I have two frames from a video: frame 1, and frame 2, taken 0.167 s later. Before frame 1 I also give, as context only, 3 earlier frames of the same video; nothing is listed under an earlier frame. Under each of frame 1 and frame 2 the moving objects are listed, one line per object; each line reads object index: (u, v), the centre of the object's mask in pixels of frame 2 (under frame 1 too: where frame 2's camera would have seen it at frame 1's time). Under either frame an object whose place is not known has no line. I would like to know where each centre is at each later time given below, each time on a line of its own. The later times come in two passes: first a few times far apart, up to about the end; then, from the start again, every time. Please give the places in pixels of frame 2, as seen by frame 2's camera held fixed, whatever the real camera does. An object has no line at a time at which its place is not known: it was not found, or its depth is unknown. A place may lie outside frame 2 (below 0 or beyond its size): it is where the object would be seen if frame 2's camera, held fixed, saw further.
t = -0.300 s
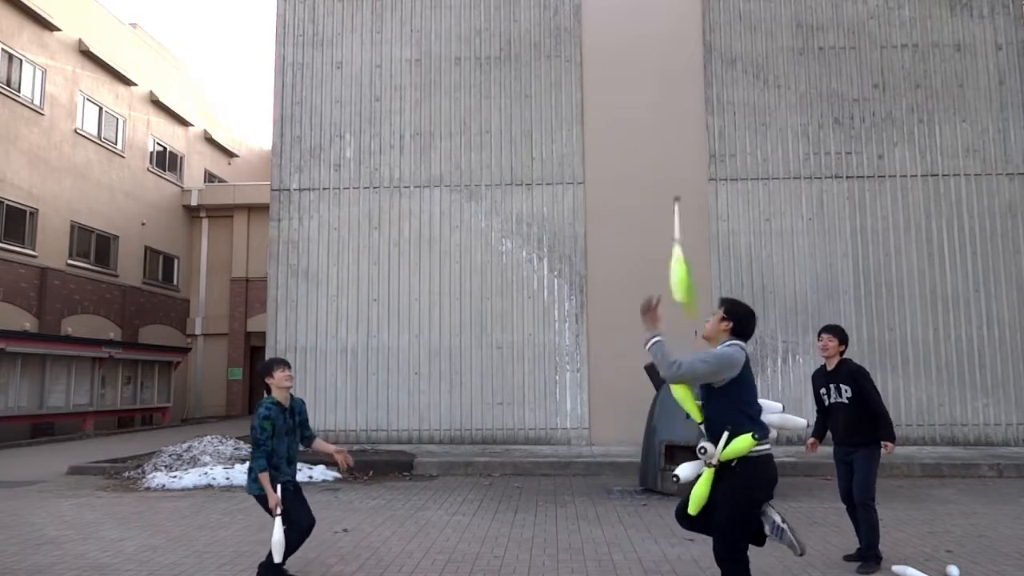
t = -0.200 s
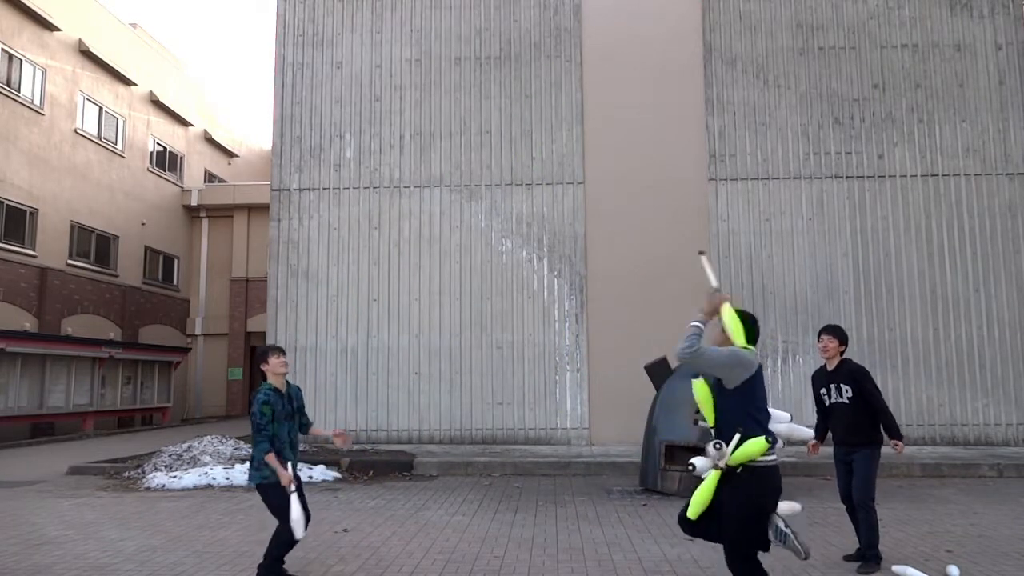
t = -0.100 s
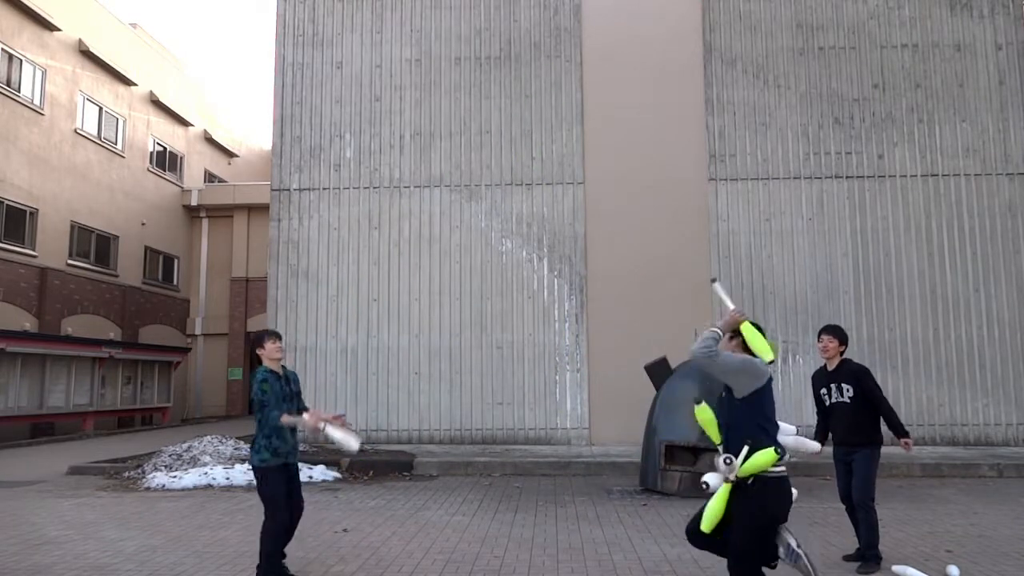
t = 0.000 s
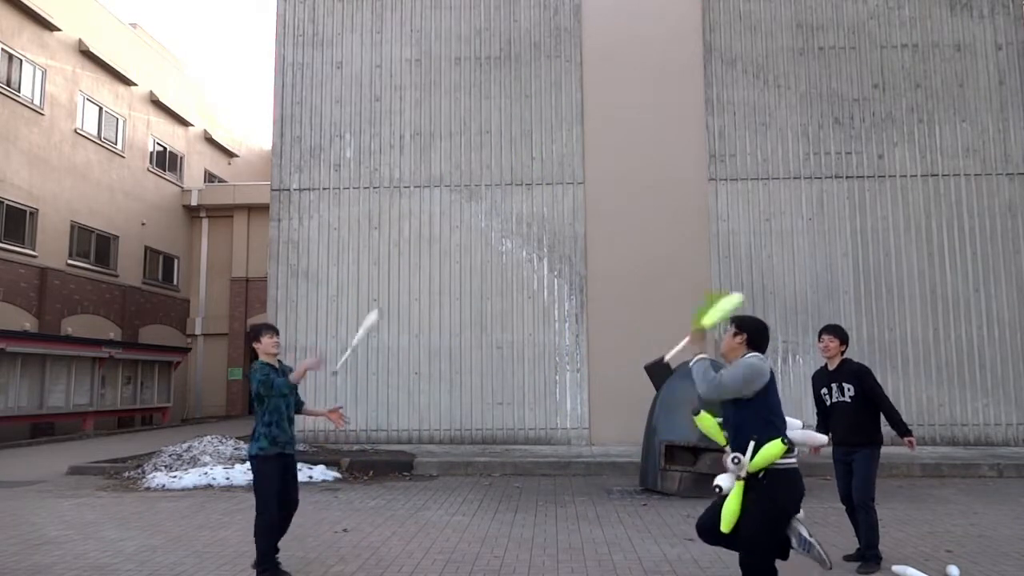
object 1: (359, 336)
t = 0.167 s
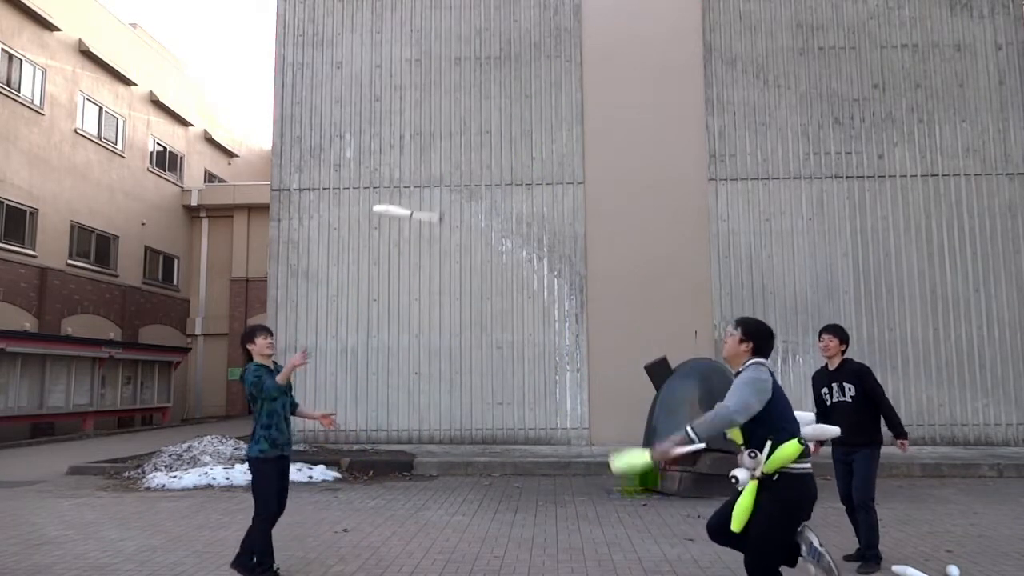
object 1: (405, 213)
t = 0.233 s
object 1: (421, 174)
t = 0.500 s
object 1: (493, 87)
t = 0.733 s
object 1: (560, 106)
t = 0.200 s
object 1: (413, 192)
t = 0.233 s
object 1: (421, 174)
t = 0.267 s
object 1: (428, 159)
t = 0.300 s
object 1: (437, 145)
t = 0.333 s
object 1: (447, 133)
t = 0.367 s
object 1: (457, 120)
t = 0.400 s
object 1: (467, 109)
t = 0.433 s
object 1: (475, 100)
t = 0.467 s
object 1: (484, 93)
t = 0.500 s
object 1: (493, 87)
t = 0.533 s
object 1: (501, 85)
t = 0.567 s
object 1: (511, 86)
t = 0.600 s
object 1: (521, 85)
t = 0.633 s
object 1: (531, 88)
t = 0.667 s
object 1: (540, 92)
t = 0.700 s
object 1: (550, 97)
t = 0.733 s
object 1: (560, 106)
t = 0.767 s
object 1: (570, 117)
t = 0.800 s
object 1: (581, 130)
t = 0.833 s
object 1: (592, 146)
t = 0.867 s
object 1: (605, 164)
